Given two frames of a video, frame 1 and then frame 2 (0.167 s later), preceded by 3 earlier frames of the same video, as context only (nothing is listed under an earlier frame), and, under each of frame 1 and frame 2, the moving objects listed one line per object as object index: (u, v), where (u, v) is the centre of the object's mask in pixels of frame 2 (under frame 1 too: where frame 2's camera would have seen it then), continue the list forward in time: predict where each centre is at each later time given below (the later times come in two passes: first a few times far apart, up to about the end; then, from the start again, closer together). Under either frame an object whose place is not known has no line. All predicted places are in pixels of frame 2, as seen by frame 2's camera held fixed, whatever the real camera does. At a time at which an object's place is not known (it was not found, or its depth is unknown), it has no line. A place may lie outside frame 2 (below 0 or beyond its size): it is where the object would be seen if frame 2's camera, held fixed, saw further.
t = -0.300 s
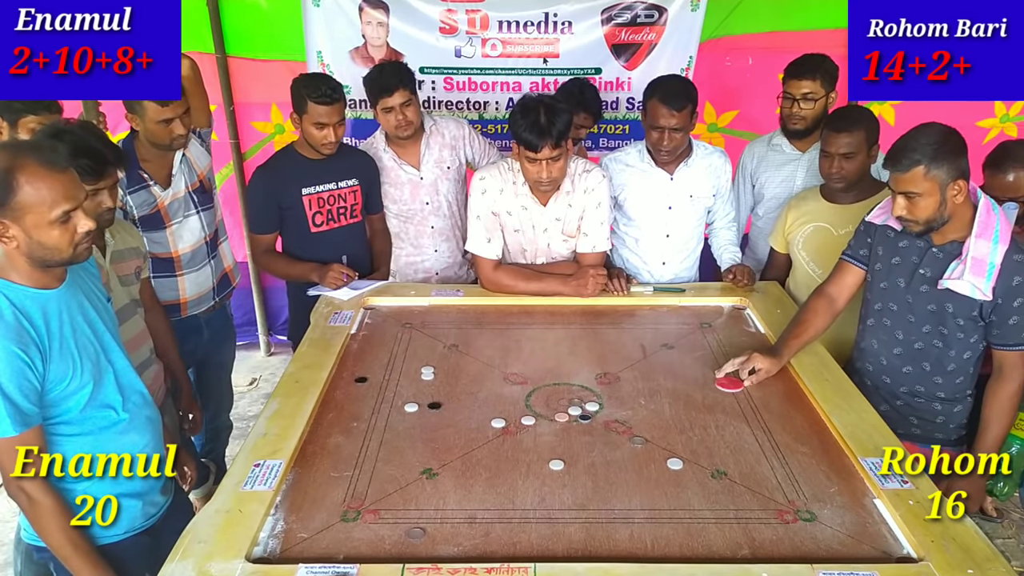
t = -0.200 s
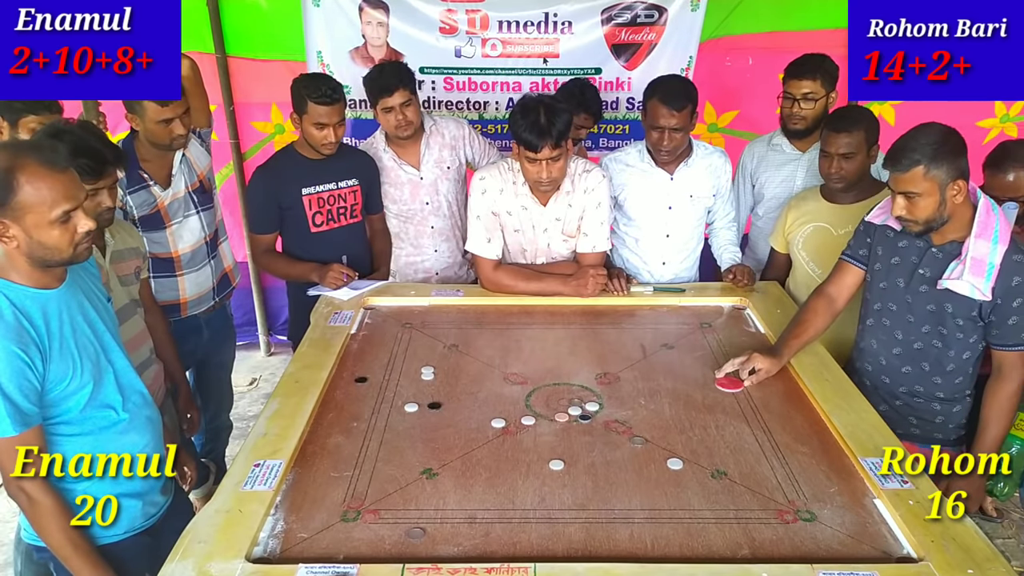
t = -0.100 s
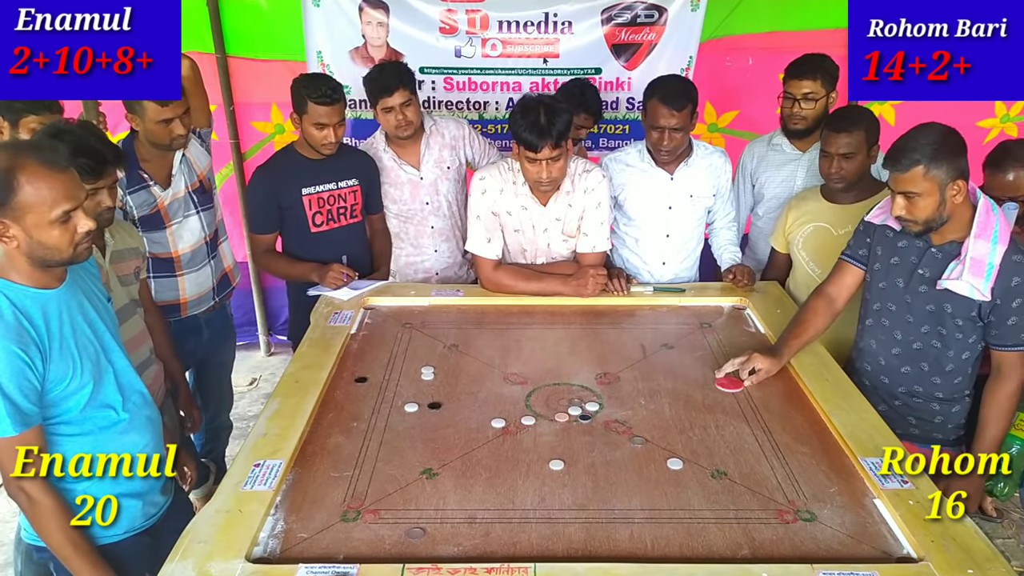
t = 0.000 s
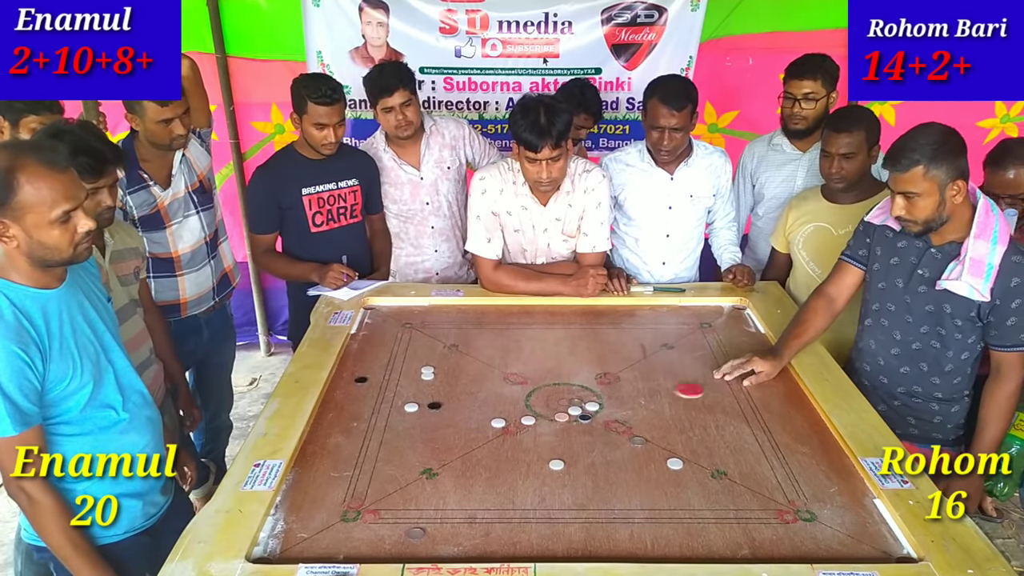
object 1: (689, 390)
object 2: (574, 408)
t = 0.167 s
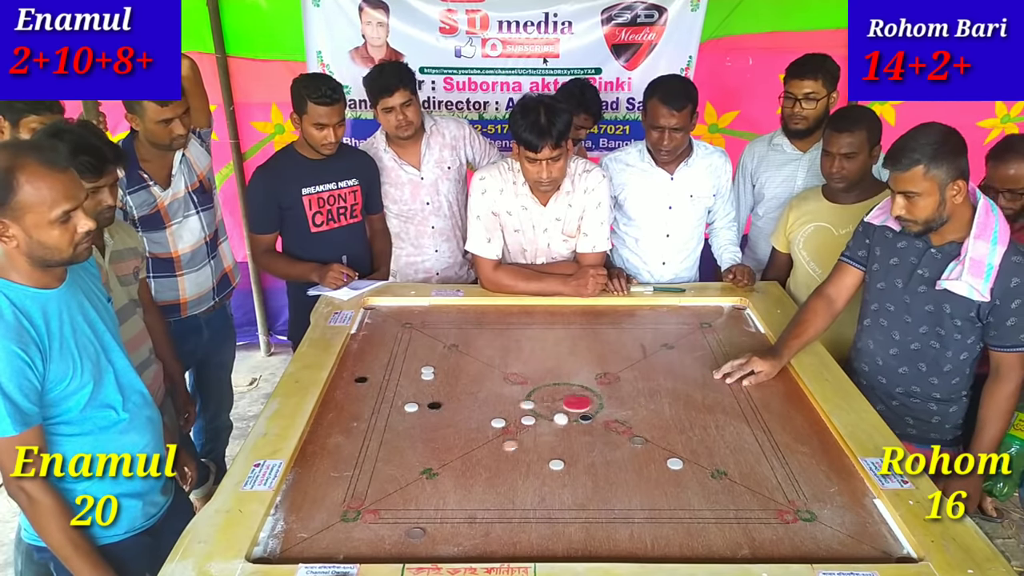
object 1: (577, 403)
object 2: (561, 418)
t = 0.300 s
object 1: (530, 406)
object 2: (514, 446)
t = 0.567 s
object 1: (468, 409)
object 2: (436, 488)
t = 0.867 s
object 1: (449, 410)
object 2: (385, 515)
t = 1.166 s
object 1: (449, 410)
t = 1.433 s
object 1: (449, 410)
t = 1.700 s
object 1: (449, 410)
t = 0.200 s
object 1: (564, 404)
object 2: (549, 427)
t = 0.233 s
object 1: (552, 405)
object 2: (537, 433)
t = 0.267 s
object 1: (540, 406)
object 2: (525, 440)
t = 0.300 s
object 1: (530, 406)
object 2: (514, 446)
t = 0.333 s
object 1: (520, 406)
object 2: (503, 452)
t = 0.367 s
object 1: (510, 407)
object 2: (492, 458)
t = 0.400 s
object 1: (502, 407)
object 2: (482, 463)
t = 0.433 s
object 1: (494, 408)
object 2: (472, 469)
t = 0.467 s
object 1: (486, 408)
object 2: (463, 474)
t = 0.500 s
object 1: (479, 408)
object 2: (453, 479)
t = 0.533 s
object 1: (473, 409)
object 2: (444, 484)
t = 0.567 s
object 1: (468, 409)
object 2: (436, 488)
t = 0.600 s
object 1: (463, 409)
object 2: (428, 492)
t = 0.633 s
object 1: (458, 410)
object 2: (421, 496)
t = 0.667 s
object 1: (454, 410)
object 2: (414, 500)
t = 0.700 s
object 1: (452, 410)
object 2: (408, 503)
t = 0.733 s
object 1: (450, 410)
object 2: (402, 506)
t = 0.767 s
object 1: (449, 409)
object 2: (396, 509)
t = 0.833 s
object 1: (449, 410)
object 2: (388, 513)
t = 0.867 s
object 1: (449, 410)
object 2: (385, 515)
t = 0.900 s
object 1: (449, 410)
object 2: (383, 516)
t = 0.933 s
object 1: (449, 410)
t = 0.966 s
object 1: (449, 410)
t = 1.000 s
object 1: (449, 410)
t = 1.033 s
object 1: (449, 410)
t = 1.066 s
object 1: (449, 410)
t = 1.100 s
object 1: (449, 410)
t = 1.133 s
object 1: (449, 410)
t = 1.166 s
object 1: (449, 410)
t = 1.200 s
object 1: (449, 410)
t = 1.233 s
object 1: (449, 410)
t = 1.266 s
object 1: (449, 410)
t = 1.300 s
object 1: (449, 410)
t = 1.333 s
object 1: (449, 410)
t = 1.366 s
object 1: (449, 410)
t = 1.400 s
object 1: (449, 410)
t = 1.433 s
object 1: (449, 410)
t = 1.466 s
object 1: (449, 410)
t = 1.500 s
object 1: (449, 410)
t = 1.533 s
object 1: (449, 410)
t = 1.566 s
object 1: (449, 410)
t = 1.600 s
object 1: (449, 410)
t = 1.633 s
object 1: (449, 410)
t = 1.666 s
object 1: (449, 410)
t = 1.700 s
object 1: (449, 410)
